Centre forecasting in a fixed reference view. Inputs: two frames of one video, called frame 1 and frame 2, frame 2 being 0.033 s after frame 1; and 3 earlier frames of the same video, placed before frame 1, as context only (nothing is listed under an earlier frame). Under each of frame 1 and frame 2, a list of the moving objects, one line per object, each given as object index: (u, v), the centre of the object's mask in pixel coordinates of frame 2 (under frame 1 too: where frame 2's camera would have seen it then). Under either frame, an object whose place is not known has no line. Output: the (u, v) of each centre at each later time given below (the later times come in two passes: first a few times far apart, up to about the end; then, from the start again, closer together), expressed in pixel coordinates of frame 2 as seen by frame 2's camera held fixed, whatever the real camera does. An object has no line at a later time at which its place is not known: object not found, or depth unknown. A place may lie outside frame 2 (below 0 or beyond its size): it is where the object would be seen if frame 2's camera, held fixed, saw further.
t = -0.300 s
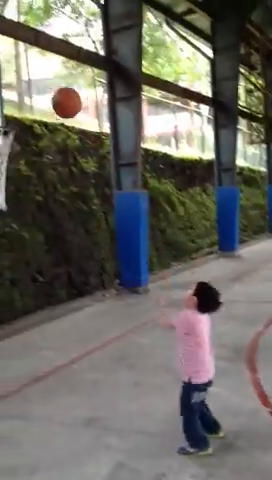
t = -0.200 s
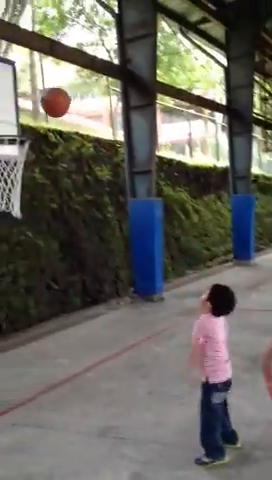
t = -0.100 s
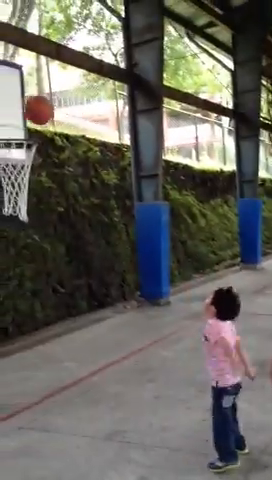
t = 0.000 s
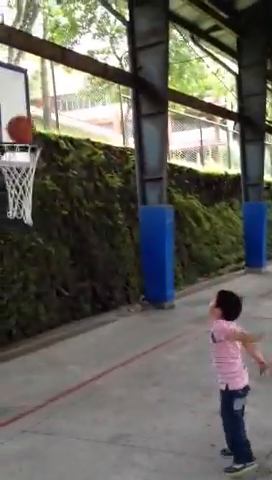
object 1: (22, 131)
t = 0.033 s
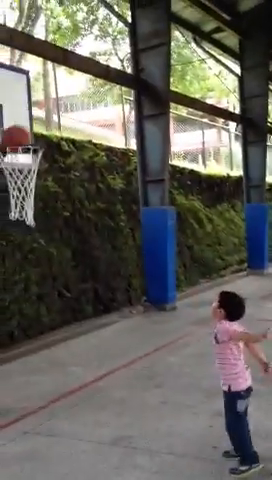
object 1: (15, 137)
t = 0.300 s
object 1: (13, 188)
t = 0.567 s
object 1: (28, 267)
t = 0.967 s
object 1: (47, 339)
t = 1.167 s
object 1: (49, 273)
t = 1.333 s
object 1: (53, 250)
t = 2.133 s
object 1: (100, 332)
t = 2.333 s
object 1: (98, 305)
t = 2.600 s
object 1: (114, 350)
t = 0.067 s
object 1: (9, 146)
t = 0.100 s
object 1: (7, 158)
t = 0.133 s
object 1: (6, 167)
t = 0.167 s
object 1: (7, 170)
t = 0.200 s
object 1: (7, 176)
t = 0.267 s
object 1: (11, 182)
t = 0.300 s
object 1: (13, 188)
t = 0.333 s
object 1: (13, 204)
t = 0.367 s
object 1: (14, 204)
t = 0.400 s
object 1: (18, 211)
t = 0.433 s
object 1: (19, 221)
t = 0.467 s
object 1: (22, 229)
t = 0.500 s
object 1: (23, 241)
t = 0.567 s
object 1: (28, 267)
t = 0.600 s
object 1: (30, 281)
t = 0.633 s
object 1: (32, 298)
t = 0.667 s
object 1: (35, 314)
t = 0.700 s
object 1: (37, 331)
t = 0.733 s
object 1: (39, 350)
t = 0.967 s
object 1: (47, 339)
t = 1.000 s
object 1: (47, 325)
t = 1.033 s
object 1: (48, 313)
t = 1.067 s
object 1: (48, 301)
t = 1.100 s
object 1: (48, 290)
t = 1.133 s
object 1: (48, 280)
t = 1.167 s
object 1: (49, 273)
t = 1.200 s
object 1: (50, 265)
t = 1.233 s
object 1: (50, 260)
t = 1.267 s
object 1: (51, 255)
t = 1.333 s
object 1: (53, 250)
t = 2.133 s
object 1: (100, 332)
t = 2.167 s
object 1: (98, 324)
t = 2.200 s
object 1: (98, 317)
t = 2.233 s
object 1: (97, 312)
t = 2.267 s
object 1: (97, 308)
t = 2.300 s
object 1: (97, 305)
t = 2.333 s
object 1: (98, 305)
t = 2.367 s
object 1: (99, 304)
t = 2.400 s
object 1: (101, 305)
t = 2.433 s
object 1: (102, 308)
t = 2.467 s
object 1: (104, 313)
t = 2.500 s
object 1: (107, 321)
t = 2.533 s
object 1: (111, 330)
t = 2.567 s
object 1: (112, 338)
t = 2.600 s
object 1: (114, 350)
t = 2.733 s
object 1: (125, 409)
